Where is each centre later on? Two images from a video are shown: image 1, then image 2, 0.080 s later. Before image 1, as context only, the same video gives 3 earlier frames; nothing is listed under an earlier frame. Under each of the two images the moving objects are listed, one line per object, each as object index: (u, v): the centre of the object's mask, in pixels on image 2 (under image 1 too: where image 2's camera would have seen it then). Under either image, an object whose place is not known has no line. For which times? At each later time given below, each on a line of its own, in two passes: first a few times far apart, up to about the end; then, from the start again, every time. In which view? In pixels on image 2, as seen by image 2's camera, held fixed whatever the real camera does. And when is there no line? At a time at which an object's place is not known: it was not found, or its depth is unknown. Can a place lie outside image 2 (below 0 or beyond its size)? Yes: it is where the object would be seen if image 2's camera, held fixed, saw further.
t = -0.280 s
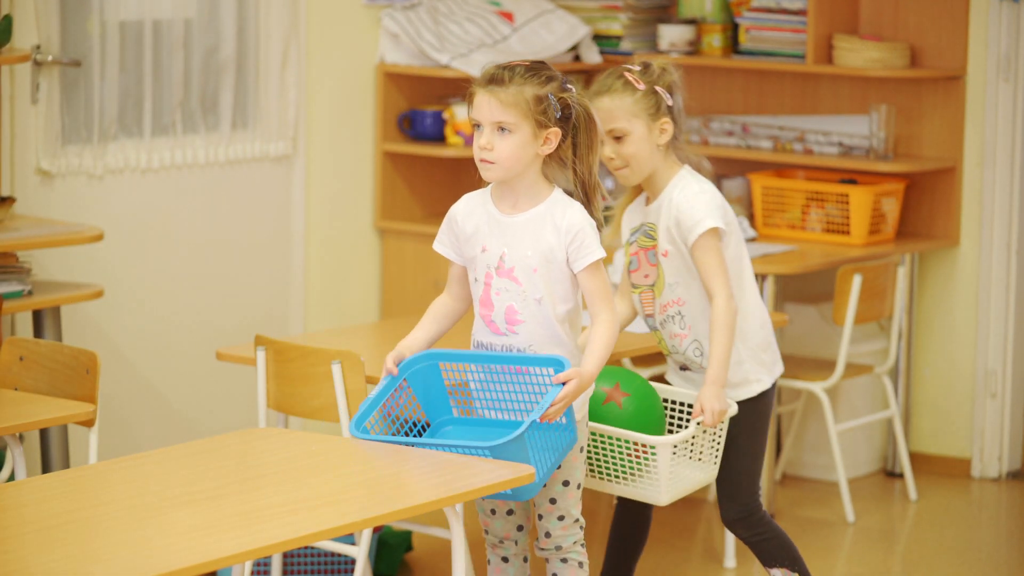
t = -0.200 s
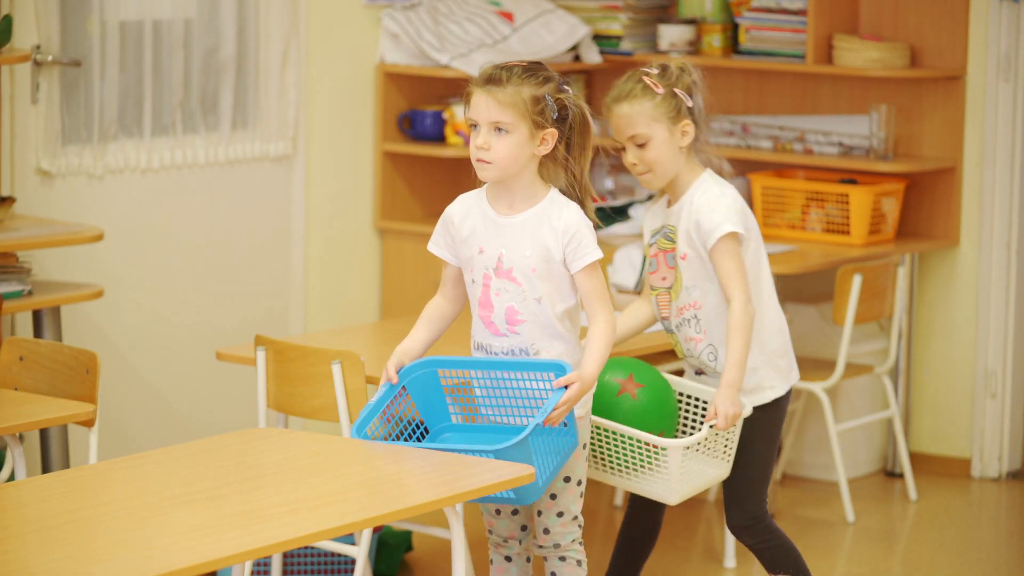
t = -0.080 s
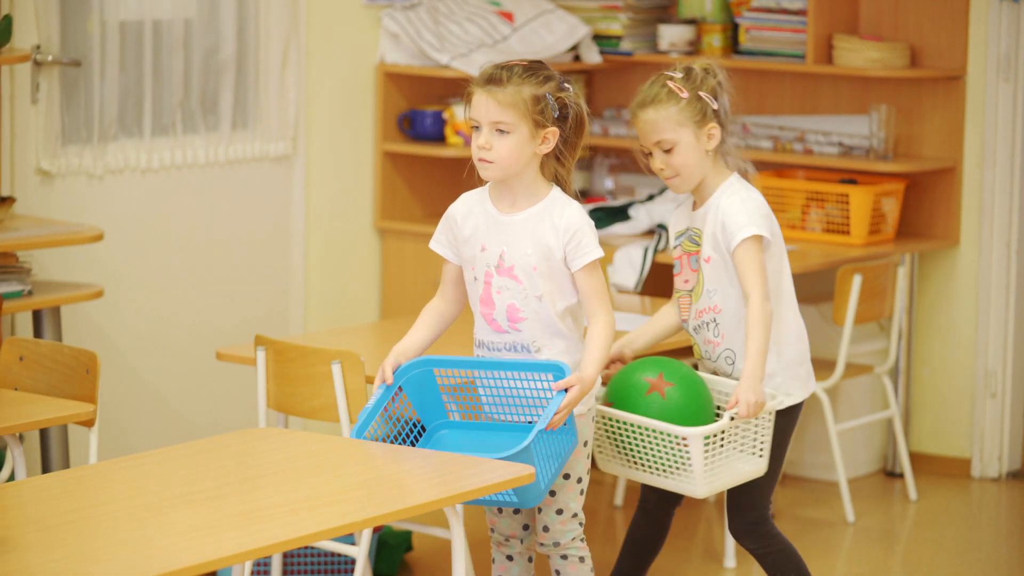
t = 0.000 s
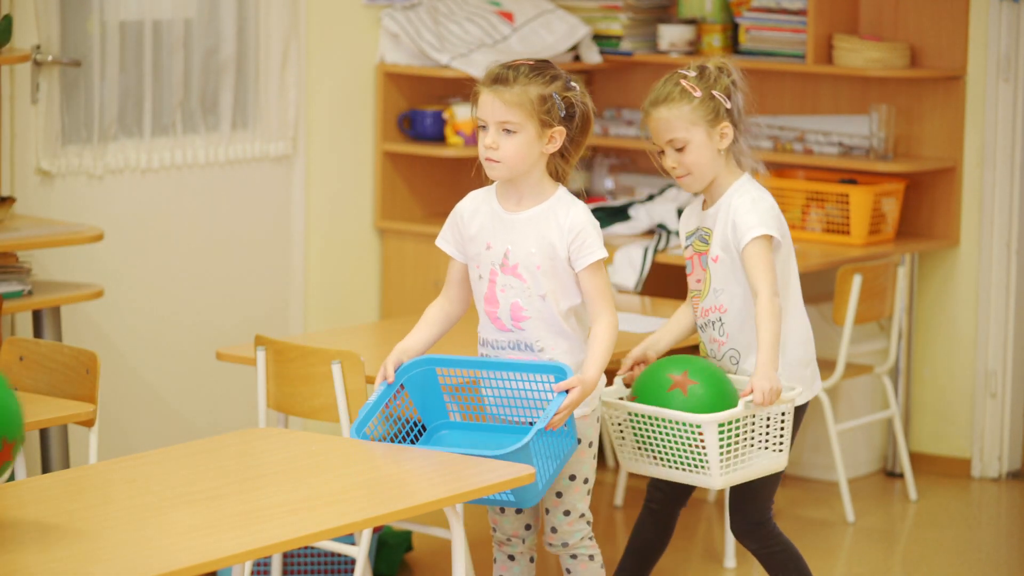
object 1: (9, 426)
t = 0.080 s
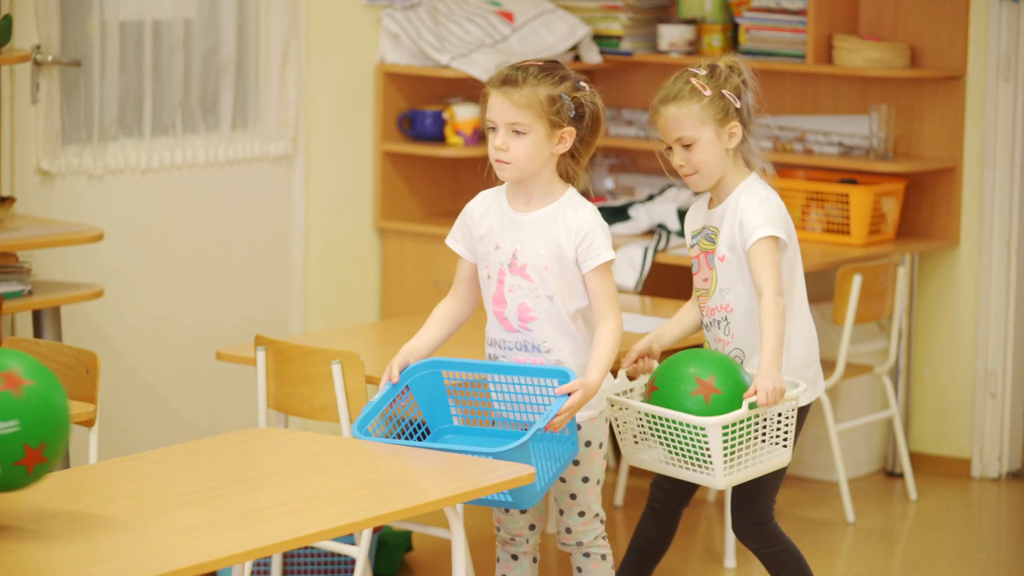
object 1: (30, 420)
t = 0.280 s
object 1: (126, 408)
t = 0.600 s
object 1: (317, 418)
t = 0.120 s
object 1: (40, 433)
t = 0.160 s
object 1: (54, 456)
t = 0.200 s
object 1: (74, 436)
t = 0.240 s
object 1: (100, 417)
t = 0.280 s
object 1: (126, 408)
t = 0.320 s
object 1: (152, 410)
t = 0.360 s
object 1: (177, 422)
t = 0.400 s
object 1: (203, 433)
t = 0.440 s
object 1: (226, 412)
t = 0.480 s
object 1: (249, 399)
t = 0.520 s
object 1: (271, 397)
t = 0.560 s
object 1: (293, 404)
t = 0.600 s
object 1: (317, 418)
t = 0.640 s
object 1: (340, 403)
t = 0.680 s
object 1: (362, 393)
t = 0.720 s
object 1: (385, 392)
